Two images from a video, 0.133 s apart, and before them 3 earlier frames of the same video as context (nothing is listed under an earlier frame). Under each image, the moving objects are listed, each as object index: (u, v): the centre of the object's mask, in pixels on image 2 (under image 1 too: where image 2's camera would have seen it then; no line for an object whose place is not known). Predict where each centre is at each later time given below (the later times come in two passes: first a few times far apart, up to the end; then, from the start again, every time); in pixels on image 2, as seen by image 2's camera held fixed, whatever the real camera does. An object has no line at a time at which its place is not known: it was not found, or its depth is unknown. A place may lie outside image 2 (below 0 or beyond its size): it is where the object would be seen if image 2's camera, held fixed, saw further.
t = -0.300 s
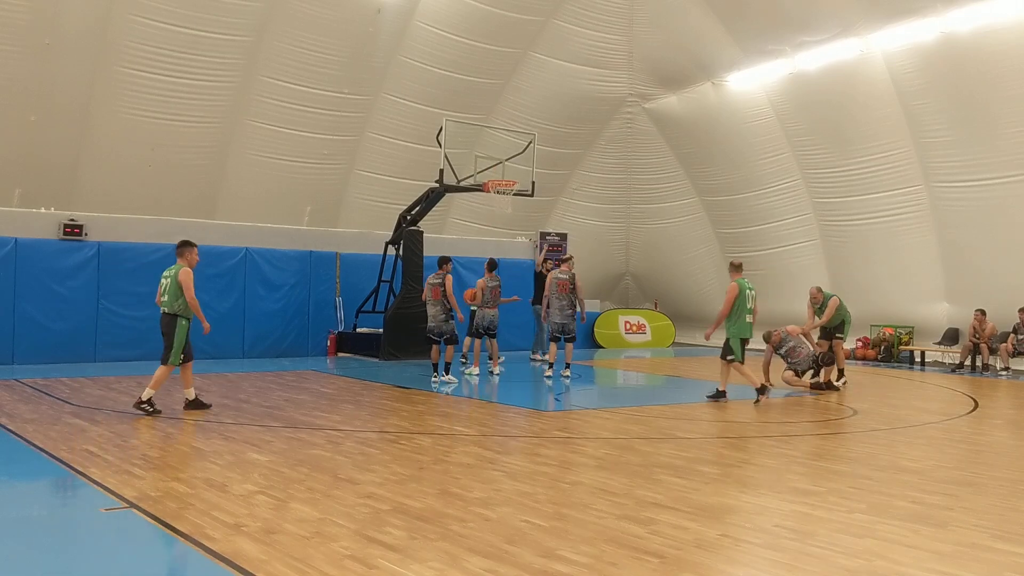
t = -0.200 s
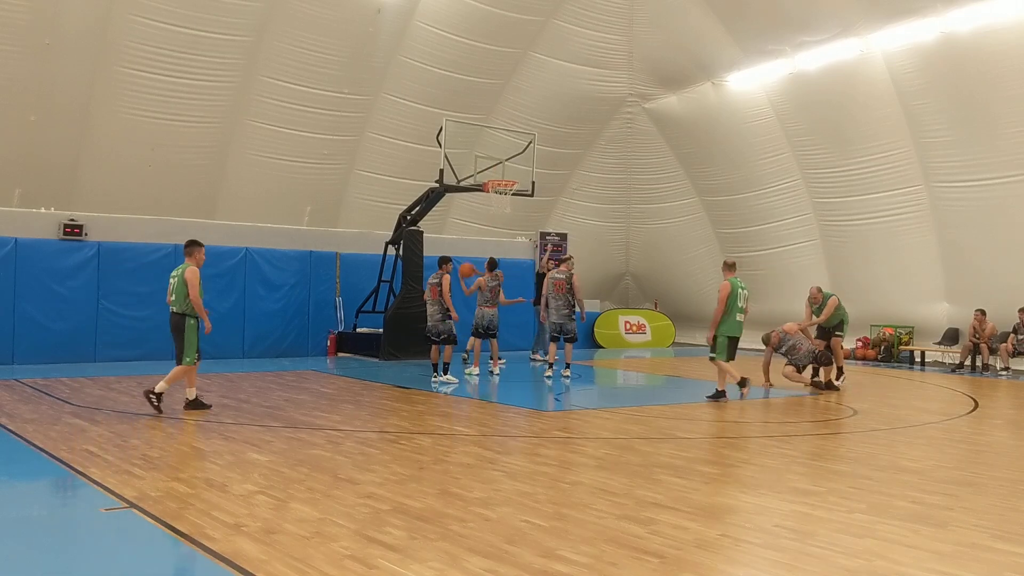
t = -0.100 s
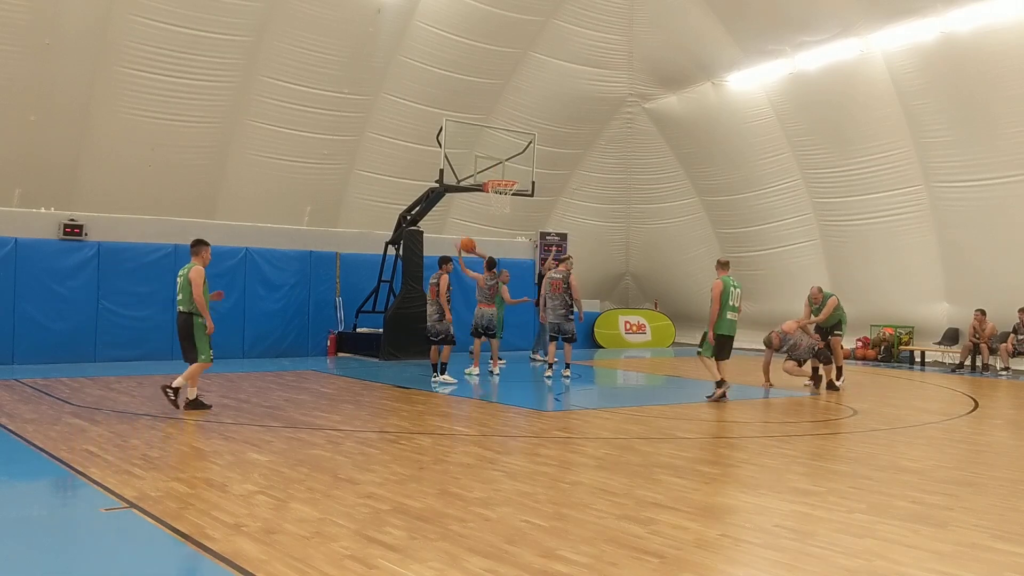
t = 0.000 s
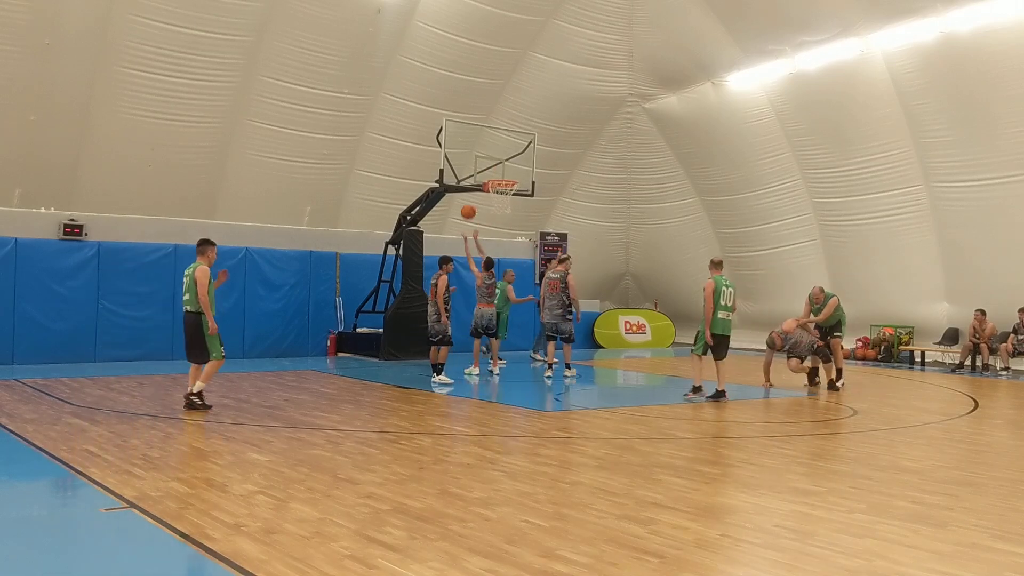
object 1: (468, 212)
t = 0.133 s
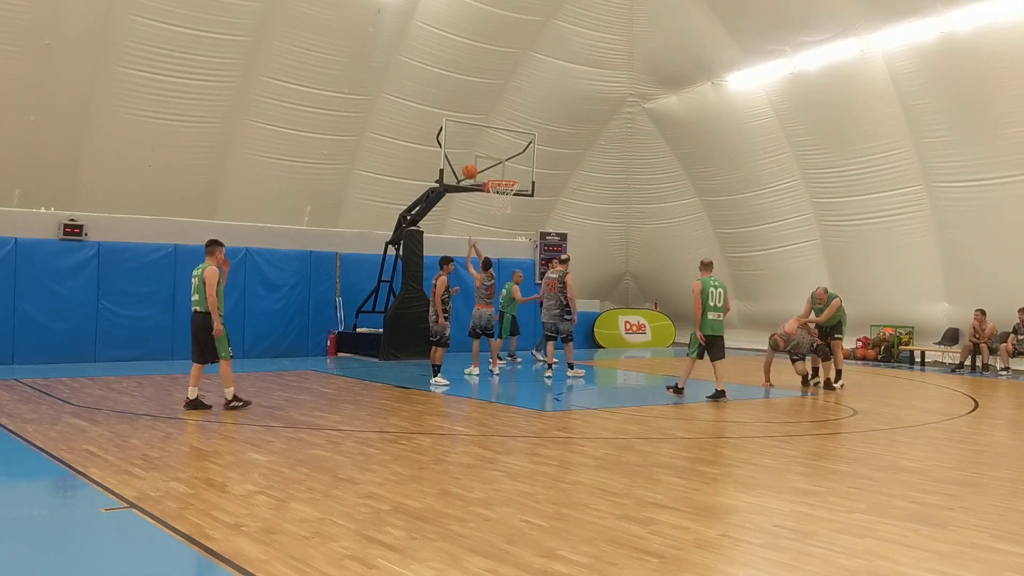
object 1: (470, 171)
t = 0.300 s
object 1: (473, 141)
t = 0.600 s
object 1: (488, 153)
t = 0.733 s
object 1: (495, 175)
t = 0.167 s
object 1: (470, 163)
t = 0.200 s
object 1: (470, 156)
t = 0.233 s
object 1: (471, 149)
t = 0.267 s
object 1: (472, 143)
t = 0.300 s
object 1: (473, 141)
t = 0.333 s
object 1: (475, 139)
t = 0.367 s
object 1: (477, 139)
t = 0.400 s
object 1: (478, 138)
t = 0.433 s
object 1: (480, 139)
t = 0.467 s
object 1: (481, 141)
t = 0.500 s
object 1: (483, 143)
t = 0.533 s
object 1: (485, 146)
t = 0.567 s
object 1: (487, 149)
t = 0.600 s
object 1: (488, 153)
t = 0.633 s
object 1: (490, 158)
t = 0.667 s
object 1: (492, 164)
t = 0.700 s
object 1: (493, 170)
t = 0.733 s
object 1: (495, 175)
